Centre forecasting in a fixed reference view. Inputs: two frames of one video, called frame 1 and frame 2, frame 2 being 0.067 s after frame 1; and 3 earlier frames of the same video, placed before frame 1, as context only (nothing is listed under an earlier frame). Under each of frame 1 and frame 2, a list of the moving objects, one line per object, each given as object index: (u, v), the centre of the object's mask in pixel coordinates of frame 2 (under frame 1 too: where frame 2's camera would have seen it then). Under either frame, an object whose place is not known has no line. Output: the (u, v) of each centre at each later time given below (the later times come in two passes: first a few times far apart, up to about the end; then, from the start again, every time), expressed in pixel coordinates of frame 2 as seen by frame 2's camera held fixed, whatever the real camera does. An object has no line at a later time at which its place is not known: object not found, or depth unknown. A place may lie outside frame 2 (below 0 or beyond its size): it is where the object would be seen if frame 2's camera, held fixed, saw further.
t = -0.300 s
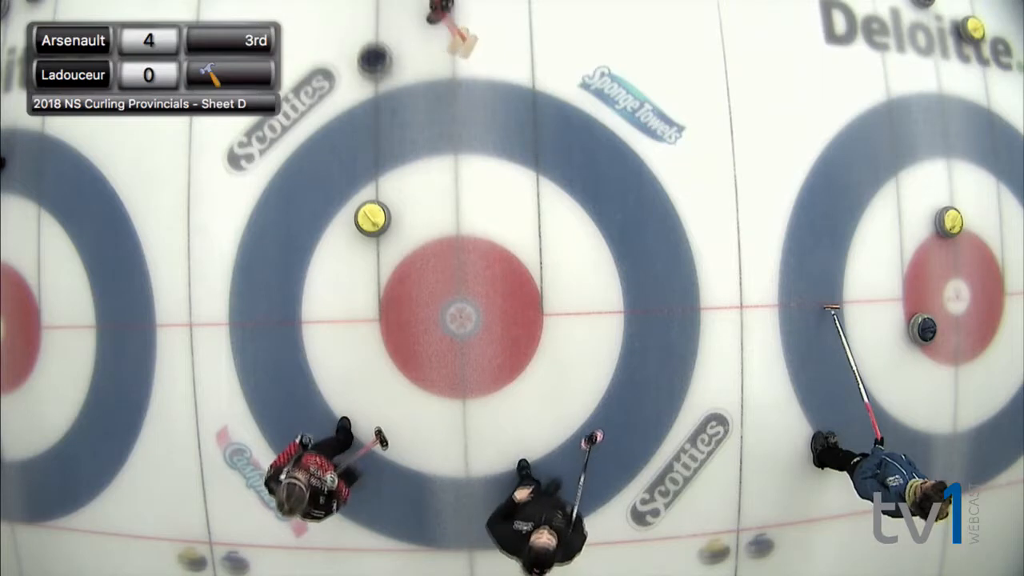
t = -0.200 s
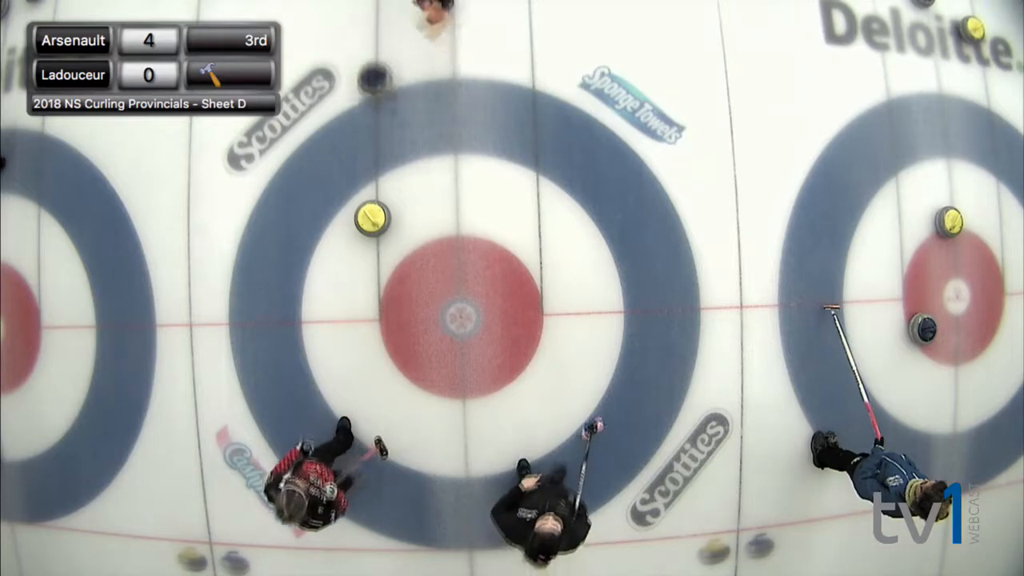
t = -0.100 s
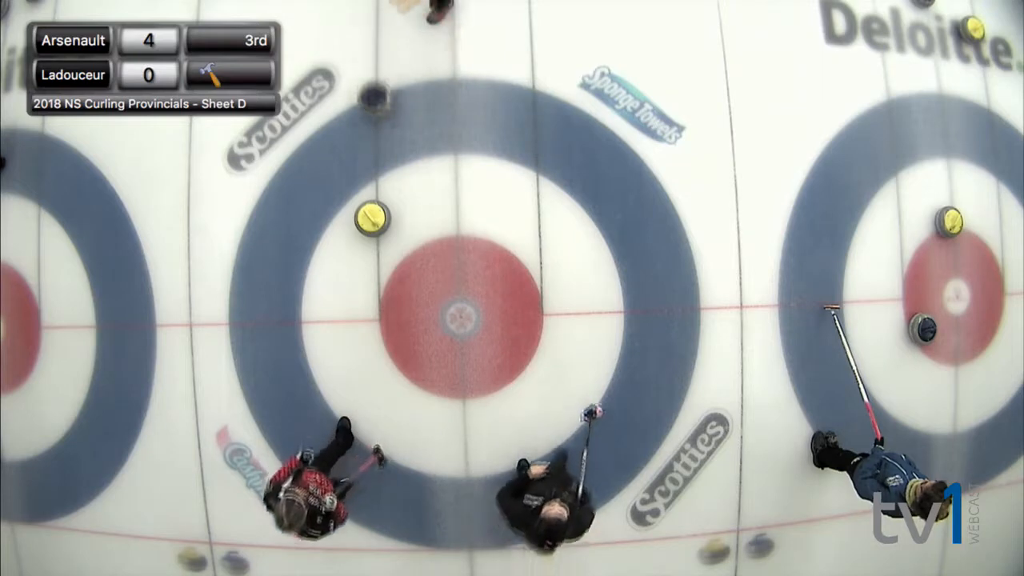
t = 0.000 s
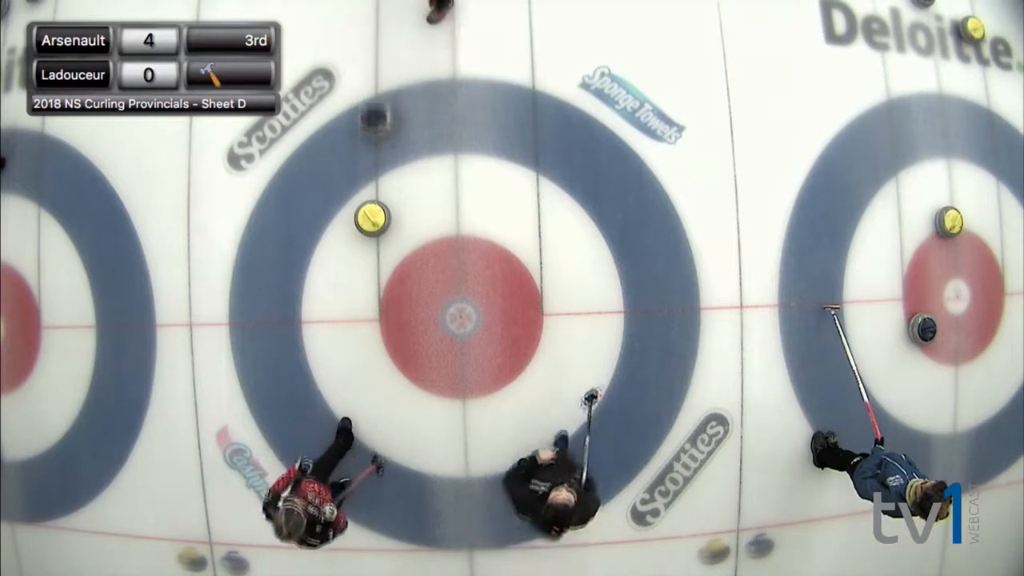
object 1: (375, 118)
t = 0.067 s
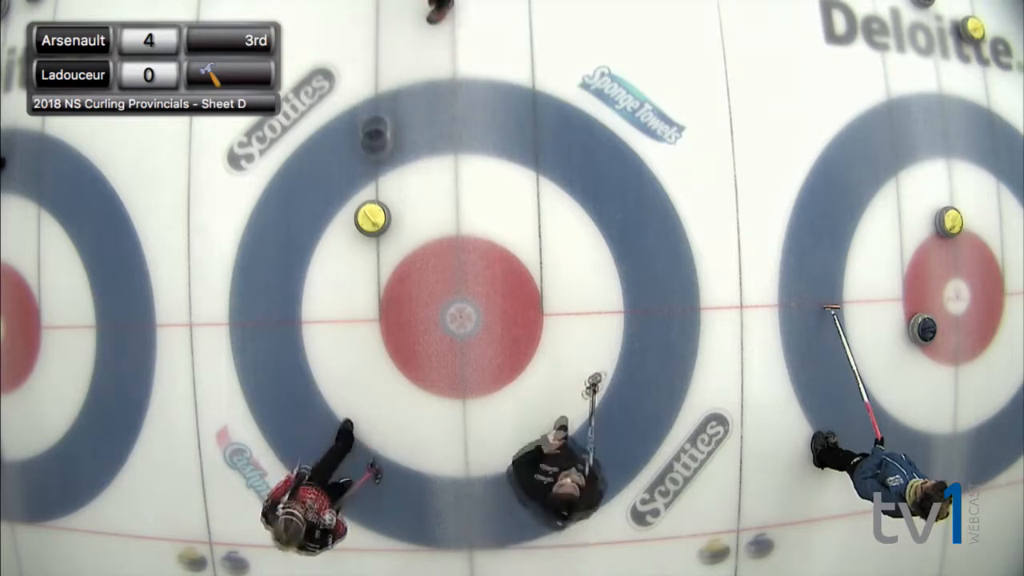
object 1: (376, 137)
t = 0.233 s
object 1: (375, 171)
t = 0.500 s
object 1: (379, 182)
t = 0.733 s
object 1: (381, 182)
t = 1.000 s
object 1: (381, 182)
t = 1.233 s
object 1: (381, 182)
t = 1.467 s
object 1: (381, 182)
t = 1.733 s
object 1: (381, 182)
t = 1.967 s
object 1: (381, 182)
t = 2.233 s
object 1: (381, 182)
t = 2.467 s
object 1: (381, 182)
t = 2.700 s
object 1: (381, 182)
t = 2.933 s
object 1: (381, 182)
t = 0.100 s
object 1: (375, 144)
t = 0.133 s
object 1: (375, 150)
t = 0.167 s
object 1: (376, 157)
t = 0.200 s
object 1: (375, 164)
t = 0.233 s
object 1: (375, 171)
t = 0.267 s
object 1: (376, 177)
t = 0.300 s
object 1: (376, 181)
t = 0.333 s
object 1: (376, 181)
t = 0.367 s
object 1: (377, 181)
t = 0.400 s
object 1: (377, 181)
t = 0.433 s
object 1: (378, 181)
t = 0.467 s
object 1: (378, 182)
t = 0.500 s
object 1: (379, 182)
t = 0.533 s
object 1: (379, 182)
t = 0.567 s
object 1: (380, 182)
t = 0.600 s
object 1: (380, 182)
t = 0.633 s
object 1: (380, 182)
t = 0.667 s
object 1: (381, 182)
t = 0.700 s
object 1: (381, 182)
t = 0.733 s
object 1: (381, 182)
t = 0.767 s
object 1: (381, 182)
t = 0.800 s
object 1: (381, 182)
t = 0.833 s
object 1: (381, 182)
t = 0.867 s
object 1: (381, 182)
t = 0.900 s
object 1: (381, 182)
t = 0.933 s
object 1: (381, 182)
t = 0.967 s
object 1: (381, 182)
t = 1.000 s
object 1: (381, 182)
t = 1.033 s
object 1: (381, 182)
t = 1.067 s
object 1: (381, 182)
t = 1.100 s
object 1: (381, 182)
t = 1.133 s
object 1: (381, 182)
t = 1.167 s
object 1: (381, 182)
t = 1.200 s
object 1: (381, 182)
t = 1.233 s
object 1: (381, 182)
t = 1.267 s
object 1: (381, 182)
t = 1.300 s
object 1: (381, 182)
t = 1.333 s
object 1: (381, 182)
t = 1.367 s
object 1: (381, 182)
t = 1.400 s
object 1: (381, 182)
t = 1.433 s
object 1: (381, 182)
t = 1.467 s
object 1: (381, 182)
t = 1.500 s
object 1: (381, 182)
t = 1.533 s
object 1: (381, 182)
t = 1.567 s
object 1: (381, 182)
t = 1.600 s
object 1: (381, 182)
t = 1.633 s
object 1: (381, 182)
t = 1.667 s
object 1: (381, 182)
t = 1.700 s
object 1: (381, 182)
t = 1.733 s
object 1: (381, 182)
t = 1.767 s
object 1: (381, 182)
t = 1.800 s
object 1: (381, 182)
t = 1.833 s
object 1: (381, 182)
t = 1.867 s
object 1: (381, 182)
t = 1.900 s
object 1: (381, 182)
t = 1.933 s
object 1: (381, 182)
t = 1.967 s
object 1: (381, 182)
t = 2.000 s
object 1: (381, 182)
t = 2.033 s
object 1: (381, 182)
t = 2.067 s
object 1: (381, 182)
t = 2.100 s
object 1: (381, 182)
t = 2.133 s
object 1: (381, 182)
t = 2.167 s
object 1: (381, 182)
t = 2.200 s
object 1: (381, 182)
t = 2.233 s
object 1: (381, 182)
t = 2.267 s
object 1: (381, 182)
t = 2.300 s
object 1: (381, 182)
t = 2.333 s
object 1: (381, 182)
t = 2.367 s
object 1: (381, 182)
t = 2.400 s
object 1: (381, 182)
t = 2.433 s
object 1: (381, 182)
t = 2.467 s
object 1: (381, 182)
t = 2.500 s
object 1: (381, 182)
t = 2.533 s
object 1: (382, 182)
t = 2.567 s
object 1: (382, 182)
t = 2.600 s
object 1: (381, 182)
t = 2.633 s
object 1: (381, 182)
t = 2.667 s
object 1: (381, 182)
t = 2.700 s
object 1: (381, 182)
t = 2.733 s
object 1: (381, 182)
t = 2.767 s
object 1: (381, 182)
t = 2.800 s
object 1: (381, 182)
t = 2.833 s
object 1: (381, 182)
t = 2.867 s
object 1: (381, 182)
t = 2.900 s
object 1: (381, 182)
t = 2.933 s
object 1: (381, 182)
